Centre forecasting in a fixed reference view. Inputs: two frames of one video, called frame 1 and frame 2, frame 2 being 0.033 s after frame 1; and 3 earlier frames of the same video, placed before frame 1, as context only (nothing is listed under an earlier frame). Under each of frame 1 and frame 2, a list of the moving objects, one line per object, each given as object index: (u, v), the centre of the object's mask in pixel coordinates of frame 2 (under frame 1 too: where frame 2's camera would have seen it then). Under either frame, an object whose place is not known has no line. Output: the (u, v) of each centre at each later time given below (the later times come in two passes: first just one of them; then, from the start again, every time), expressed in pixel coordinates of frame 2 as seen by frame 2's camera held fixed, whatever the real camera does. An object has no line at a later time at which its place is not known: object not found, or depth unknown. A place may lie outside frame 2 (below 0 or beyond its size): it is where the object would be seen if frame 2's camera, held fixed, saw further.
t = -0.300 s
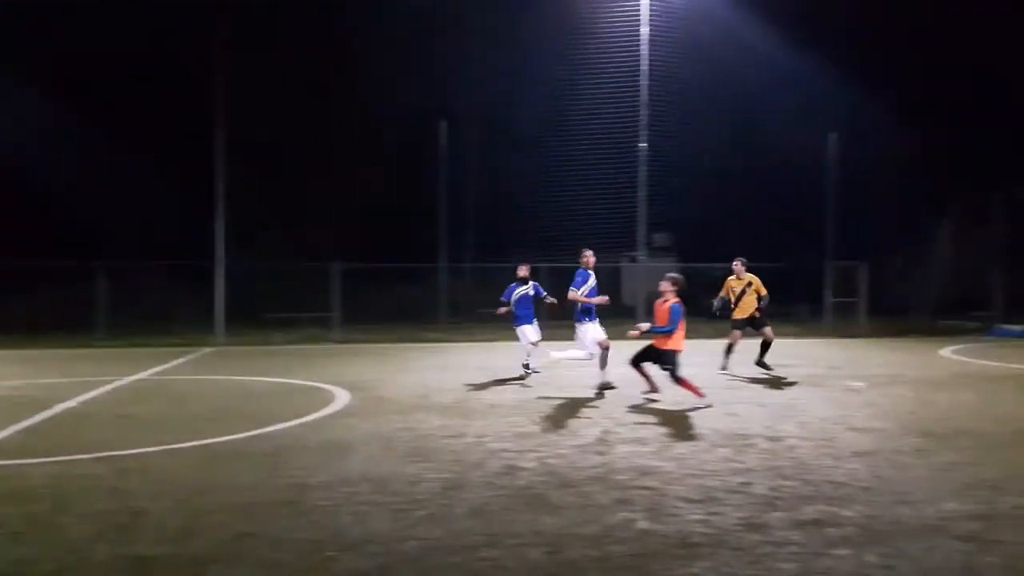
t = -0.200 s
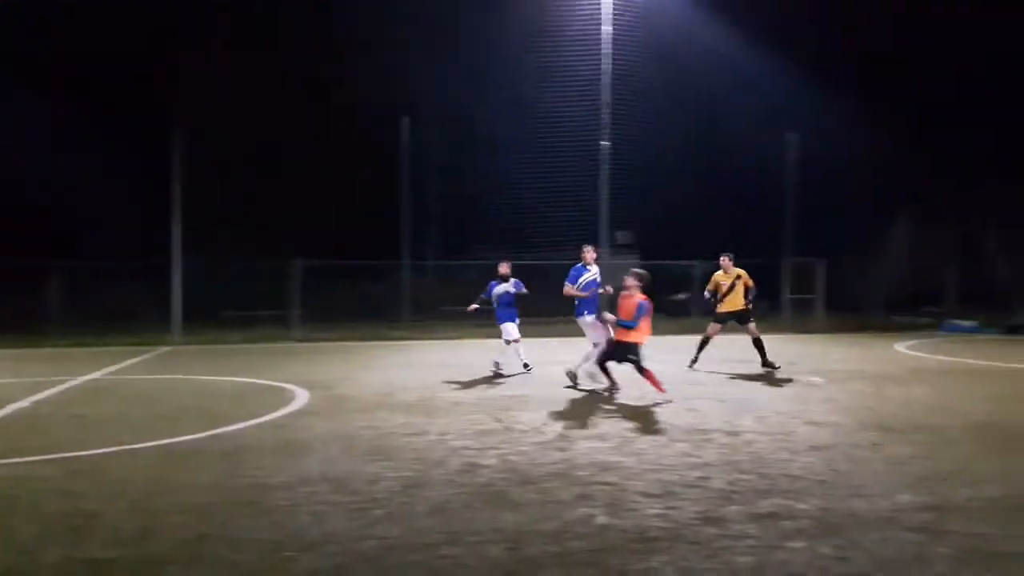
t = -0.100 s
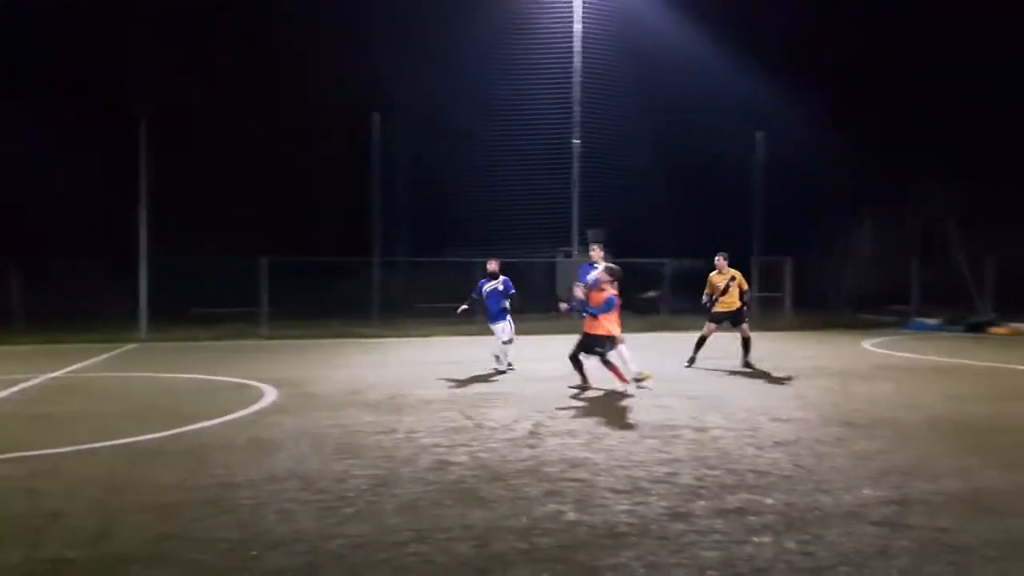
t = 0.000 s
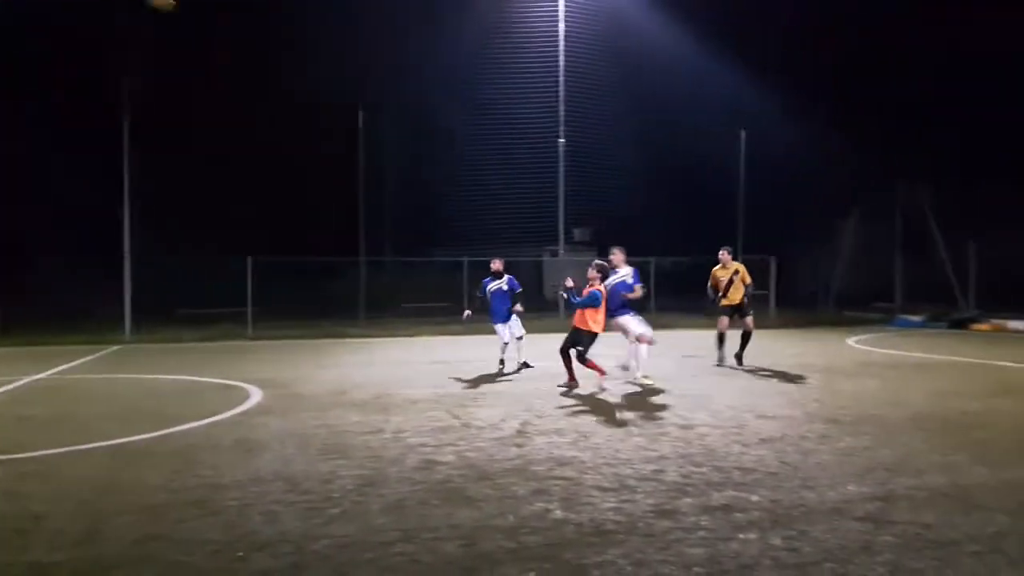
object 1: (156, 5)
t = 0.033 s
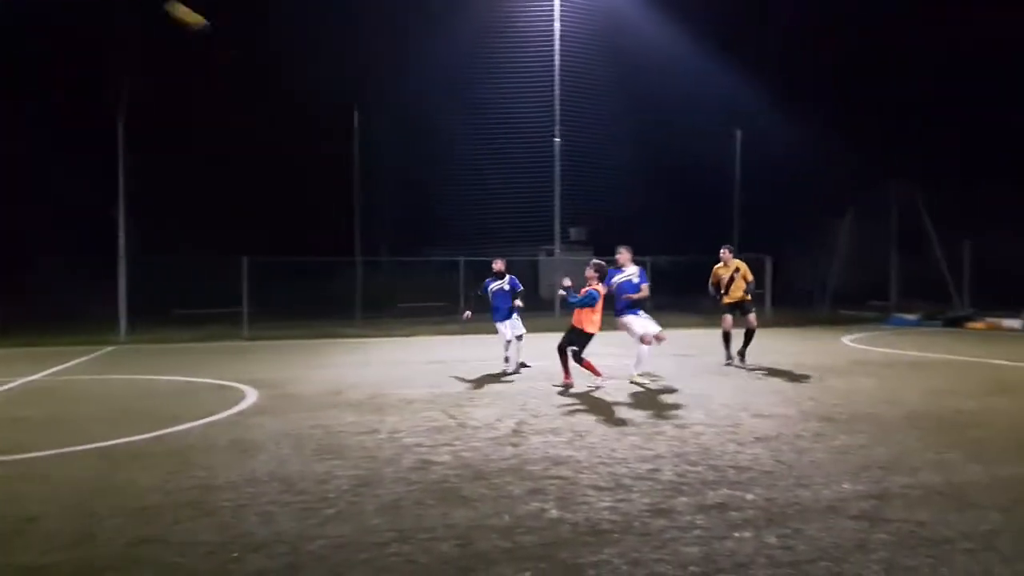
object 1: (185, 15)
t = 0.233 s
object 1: (395, 146)
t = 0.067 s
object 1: (226, 37)
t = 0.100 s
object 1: (261, 57)
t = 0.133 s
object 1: (296, 79)
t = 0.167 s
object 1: (330, 100)
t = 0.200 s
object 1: (365, 122)
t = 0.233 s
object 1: (395, 146)
